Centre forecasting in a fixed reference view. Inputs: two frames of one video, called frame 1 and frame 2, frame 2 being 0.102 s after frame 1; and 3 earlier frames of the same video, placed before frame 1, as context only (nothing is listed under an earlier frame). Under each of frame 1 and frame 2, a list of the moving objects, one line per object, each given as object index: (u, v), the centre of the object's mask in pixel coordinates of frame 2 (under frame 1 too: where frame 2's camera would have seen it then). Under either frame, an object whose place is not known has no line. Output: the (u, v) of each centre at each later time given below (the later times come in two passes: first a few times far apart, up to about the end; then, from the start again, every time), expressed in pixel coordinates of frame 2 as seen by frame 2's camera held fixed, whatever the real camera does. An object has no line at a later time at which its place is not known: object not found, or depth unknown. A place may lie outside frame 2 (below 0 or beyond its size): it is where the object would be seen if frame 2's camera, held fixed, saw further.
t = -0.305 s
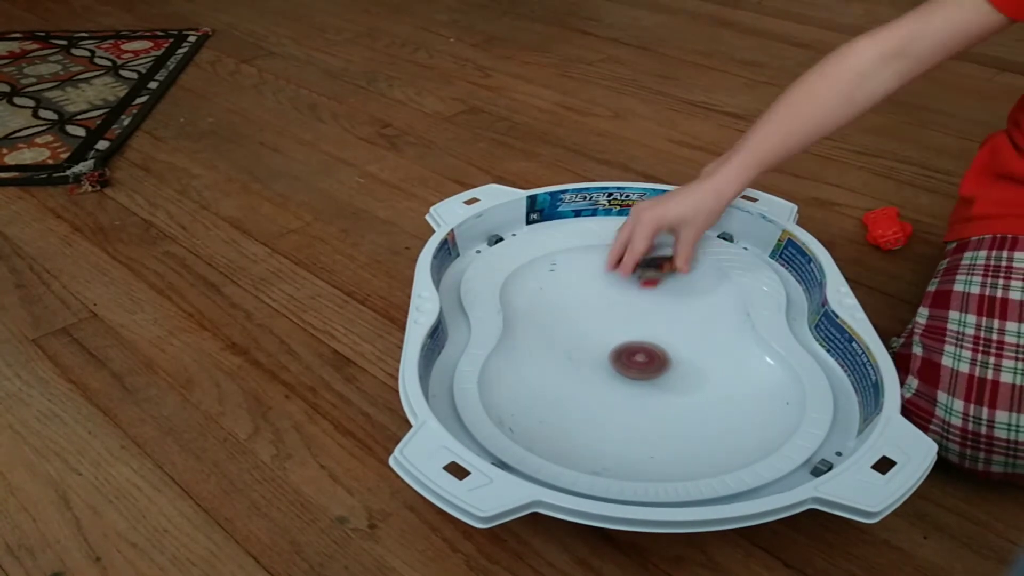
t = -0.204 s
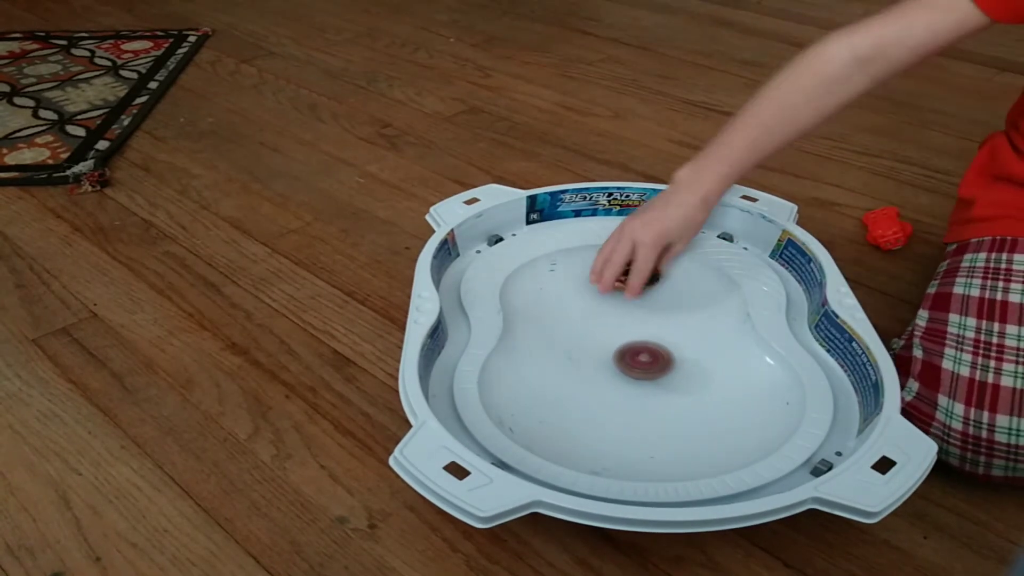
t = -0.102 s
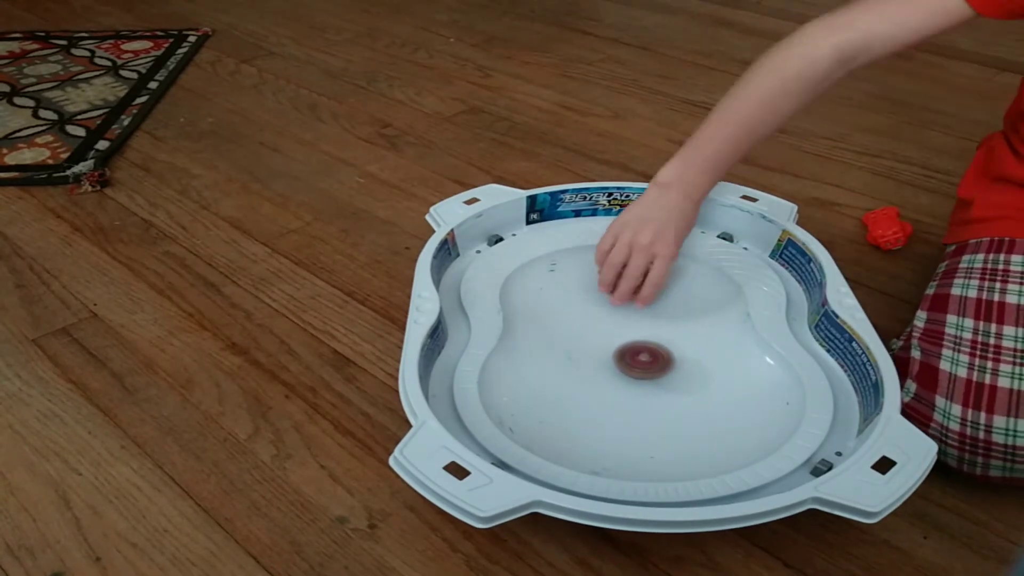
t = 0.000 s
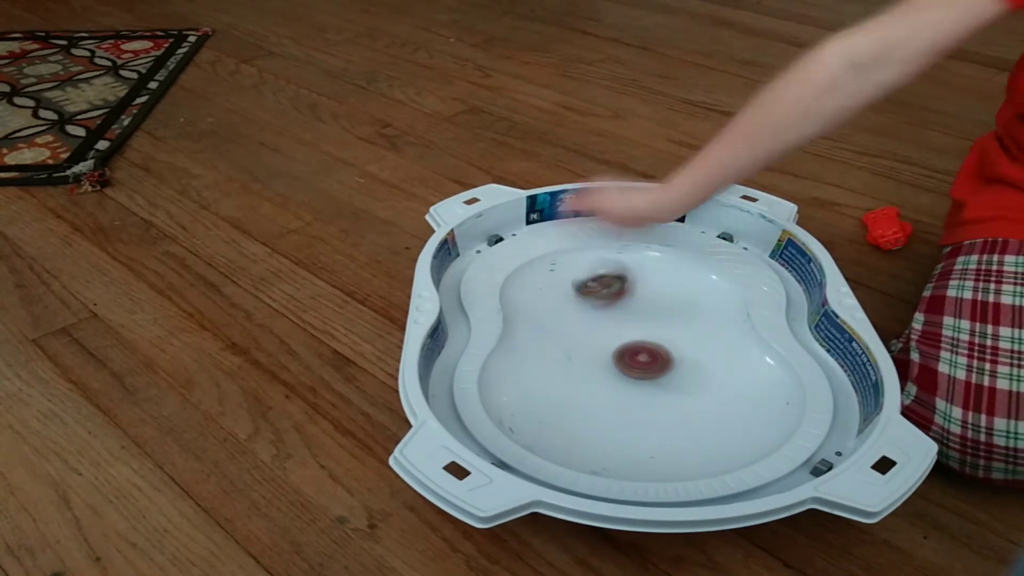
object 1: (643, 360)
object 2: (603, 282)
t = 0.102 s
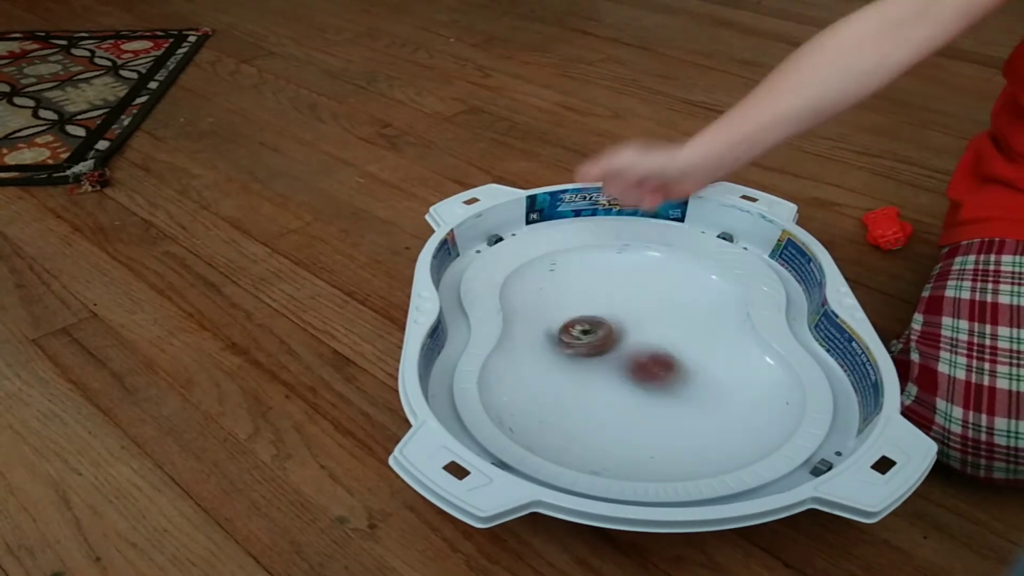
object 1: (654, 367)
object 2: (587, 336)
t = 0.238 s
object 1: (752, 430)
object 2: (527, 373)
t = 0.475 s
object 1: (732, 362)
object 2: (575, 431)
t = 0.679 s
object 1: (638, 353)
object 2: (626, 431)
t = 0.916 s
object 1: (574, 406)
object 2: (658, 411)
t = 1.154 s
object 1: (660, 448)
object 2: (681, 395)
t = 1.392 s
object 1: (680, 435)
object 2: (705, 387)
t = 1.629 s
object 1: (619, 413)
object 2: (704, 398)
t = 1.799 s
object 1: (568, 403)
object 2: (692, 397)
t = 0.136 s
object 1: (682, 388)
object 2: (567, 338)
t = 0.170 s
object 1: (710, 411)
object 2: (543, 348)
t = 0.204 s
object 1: (734, 425)
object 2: (530, 361)
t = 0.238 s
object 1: (752, 430)
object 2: (527, 373)
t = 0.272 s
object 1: (758, 427)
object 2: (530, 386)
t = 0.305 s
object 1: (761, 421)
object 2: (534, 399)
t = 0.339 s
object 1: (762, 411)
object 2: (540, 408)
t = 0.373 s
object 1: (761, 397)
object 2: (548, 416)
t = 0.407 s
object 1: (757, 383)
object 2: (557, 422)
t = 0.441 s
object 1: (748, 371)
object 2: (565, 427)
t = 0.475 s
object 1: (732, 362)
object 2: (575, 431)
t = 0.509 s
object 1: (715, 357)
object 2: (585, 433)
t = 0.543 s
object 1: (698, 354)
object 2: (594, 435)
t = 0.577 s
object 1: (681, 352)
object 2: (605, 436)
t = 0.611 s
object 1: (664, 351)
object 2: (614, 435)
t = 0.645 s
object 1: (650, 351)
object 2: (621, 434)
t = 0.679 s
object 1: (638, 353)
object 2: (626, 431)
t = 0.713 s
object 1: (626, 356)
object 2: (632, 428)
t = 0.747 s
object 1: (617, 361)
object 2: (637, 426)
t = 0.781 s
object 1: (607, 367)
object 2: (640, 422)
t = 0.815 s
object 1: (597, 375)
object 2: (645, 419)
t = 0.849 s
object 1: (587, 386)
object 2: (650, 417)
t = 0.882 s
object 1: (579, 396)
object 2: (653, 414)
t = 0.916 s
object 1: (574, 406)
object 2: (658, 411)
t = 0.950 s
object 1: (574, 416)
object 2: (663, 408)
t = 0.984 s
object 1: (578, 425)
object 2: (666, 406)
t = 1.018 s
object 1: (589, 434)
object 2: (670, 402)
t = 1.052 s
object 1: (604, 441)
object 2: (674, 400)
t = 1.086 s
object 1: (624, 446)
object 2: (677, 399)
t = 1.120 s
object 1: (642, 448)
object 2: (679, 397)
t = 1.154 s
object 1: (660, 448)
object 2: (681, 395)
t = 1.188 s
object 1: (677, 444)
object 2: (683, 394)
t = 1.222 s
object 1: (692, 438)
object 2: (683, 393)
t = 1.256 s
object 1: (704, 430)
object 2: (684, 391)
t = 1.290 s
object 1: (698, 435)
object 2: (692, 390)
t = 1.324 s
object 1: (690, 437)
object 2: (698, 387)
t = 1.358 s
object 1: (684, 437)
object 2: (703, 385)
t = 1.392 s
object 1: (680, 435)
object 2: (705, 387)
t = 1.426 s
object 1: (675, 433)
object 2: (704, 390)
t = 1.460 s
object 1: (670, 430)
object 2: (701, 390)
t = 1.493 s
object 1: (665, 428)
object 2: (700, 390)
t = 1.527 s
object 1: (658, 425)
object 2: (699, 393)
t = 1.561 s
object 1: (643, 421)
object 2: (702, 395)
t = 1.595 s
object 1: (629, 417)
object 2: (704, 397)
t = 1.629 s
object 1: (619, 413)
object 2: (704, 398)
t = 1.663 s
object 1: (608, 410)
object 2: (703, 399)
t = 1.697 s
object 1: (598, 408)
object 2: (702, 399)
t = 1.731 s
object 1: (587, 406)
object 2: (699, 399)
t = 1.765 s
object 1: (577, 404)
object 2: (696, 398)
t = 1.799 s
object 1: (568, 403)
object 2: (692, 397)
